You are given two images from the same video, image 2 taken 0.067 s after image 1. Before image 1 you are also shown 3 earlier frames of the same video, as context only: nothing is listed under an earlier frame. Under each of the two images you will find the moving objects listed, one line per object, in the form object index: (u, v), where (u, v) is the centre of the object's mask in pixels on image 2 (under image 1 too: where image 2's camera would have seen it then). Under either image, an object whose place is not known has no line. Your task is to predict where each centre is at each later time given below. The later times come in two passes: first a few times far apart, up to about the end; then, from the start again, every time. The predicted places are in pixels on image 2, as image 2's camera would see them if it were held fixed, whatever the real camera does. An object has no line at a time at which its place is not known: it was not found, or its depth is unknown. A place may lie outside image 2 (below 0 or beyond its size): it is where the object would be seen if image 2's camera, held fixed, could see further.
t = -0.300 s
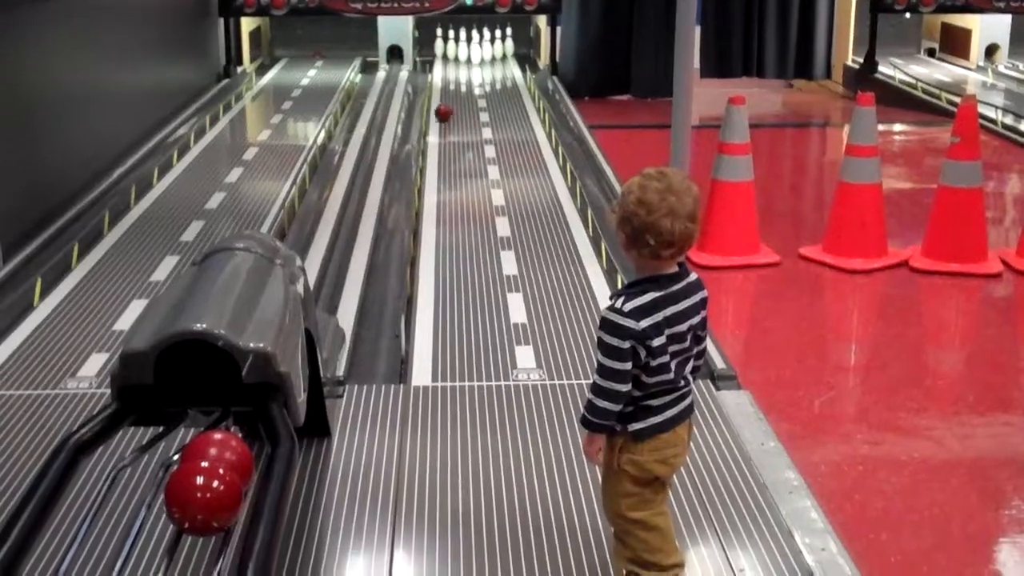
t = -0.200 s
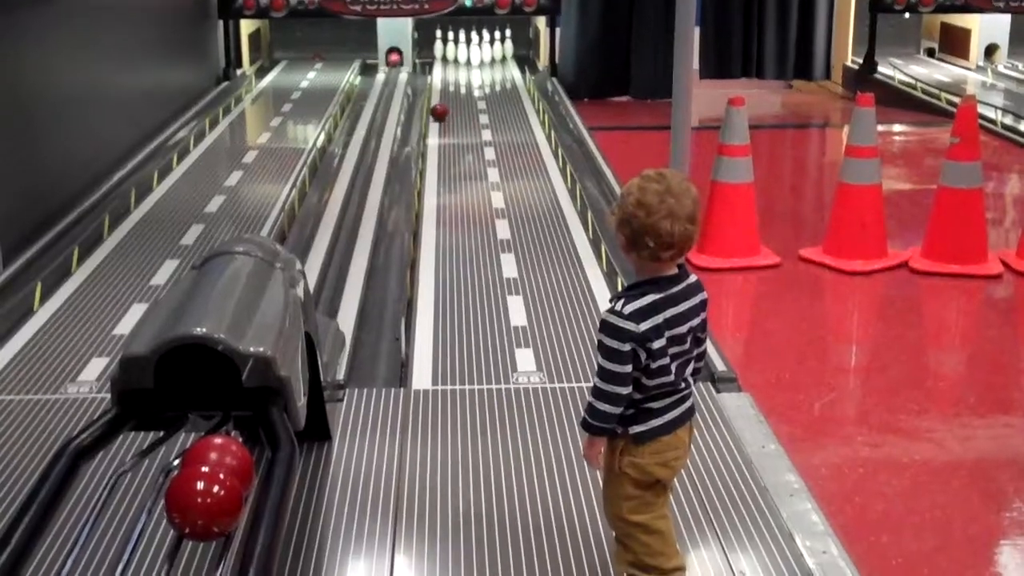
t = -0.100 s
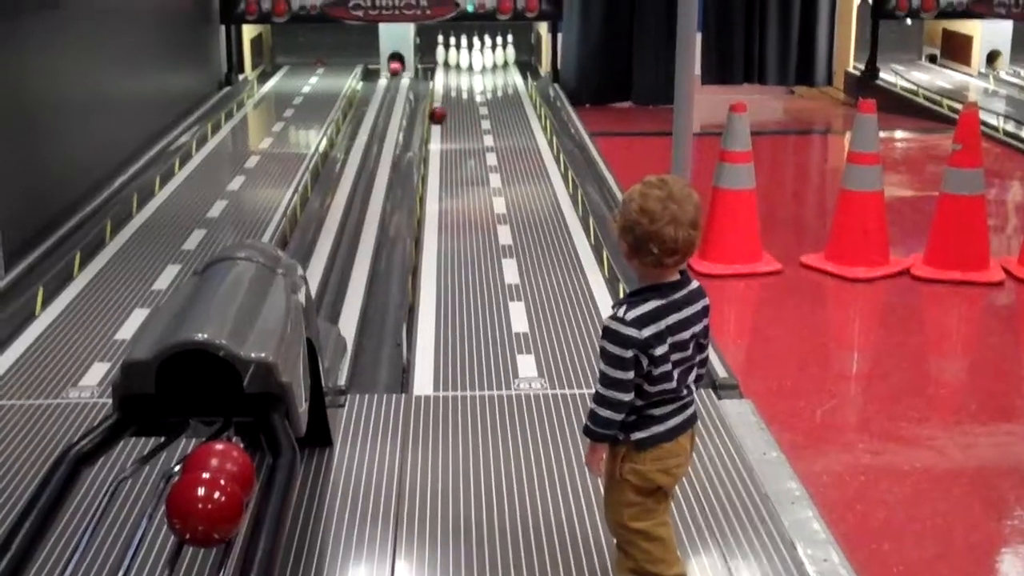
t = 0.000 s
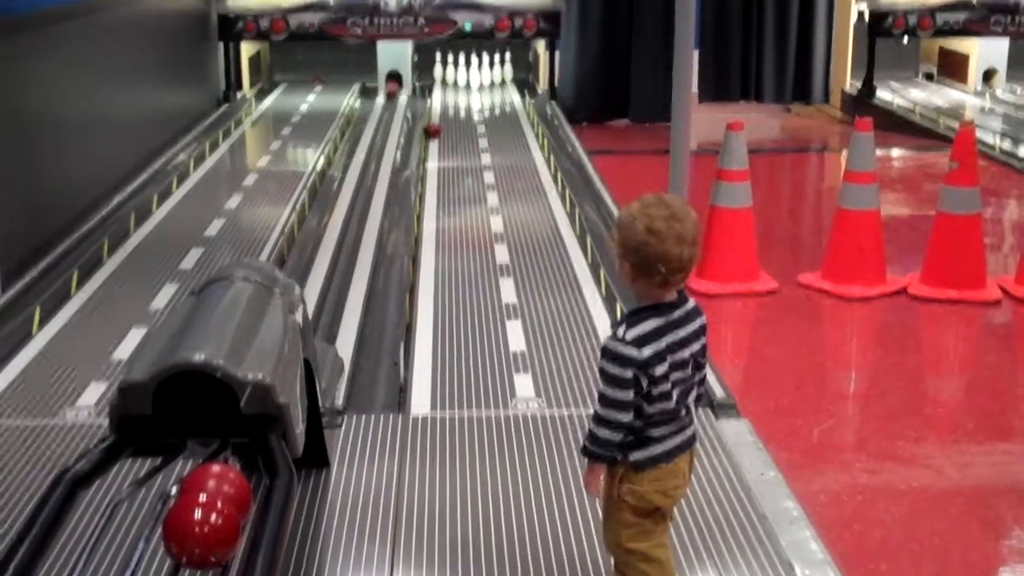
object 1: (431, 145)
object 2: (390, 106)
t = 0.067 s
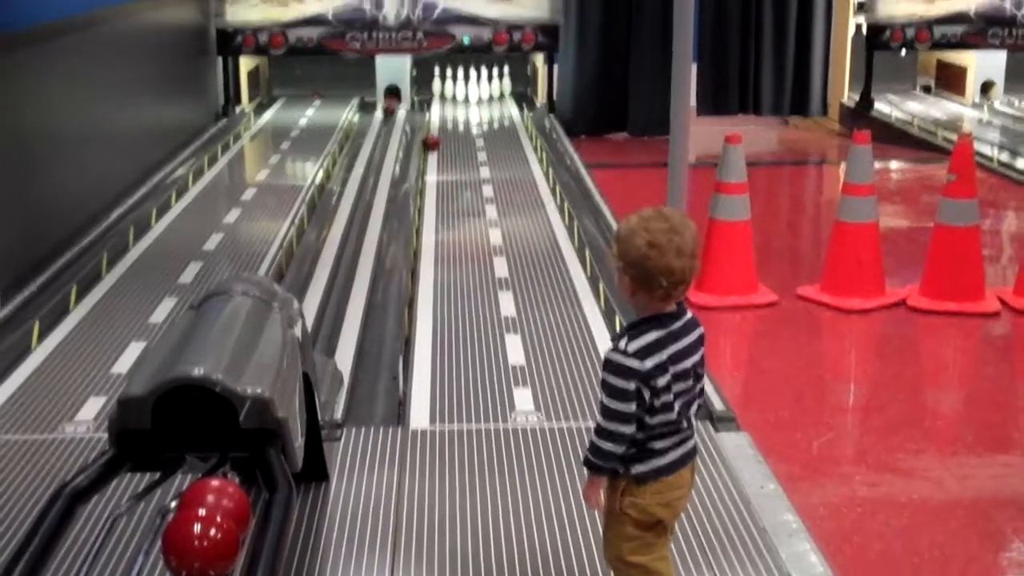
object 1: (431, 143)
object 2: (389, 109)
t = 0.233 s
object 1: (433, 139)
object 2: (385, 120)
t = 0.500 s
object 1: (441, 134)
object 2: (378, 137)
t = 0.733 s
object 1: (448, 128)
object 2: (373, 158)
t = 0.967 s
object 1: (454, 124)
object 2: (366, 181)
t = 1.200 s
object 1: (459, 120)
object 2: (357, 208)
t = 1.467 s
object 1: (466, 116)
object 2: (345, 249)
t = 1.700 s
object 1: (472, 111)
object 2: (329, 297)
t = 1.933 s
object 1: (476, 107)
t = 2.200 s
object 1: (482, 104)
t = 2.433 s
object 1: (486, 100)
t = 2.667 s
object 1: (489, 98)
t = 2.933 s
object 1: (497, 94)
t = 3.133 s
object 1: (503, 92)
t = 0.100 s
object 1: (431, 142)
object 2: (388, 111)
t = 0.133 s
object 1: (432, 141)
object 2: (387, 114)
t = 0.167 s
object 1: (432, 141)
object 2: (386, 115)
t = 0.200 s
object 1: (433, 140)
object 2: (386, 117)
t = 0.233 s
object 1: (433, 139)
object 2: (385, 120)
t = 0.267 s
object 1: (434, 139)
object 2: (384, 122)
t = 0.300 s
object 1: (434, 138)
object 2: (383, 124)
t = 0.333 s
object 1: (435, 138)
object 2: (382, 126)
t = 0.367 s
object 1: (438, 136)
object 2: (382, 129)
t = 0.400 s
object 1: (439, 135)
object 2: (381, 130)
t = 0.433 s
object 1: (439, 135)
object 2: (381, 132)
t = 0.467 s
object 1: (440, 135)
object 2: (380, 135)
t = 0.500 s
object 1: (441, 134)
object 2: (378, 137)
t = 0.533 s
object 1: (442, 133)
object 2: (378, 140)
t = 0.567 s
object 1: (443, 132)
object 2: (377, 143)
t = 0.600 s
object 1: (444, 131)
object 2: (376, 146)
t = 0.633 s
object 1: (445, 131)
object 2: (376, 148)
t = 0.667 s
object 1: (446, 130)
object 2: (375, 151)
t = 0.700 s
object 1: (447, 129)
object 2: (374, 155)
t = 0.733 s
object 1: (448, 128)
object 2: (373, 158)
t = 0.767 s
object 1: (448, 128)
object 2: (372, 161)
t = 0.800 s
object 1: (449, 128)
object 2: (371, 164)
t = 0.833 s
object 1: (449, 127)
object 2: (370, 167)
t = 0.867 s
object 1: (451, 127)
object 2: (369, 170)
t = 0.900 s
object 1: (452, 126)
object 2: (368, 174)
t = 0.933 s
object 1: (453, 125)
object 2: (367, 177)
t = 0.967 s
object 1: (454, 124)
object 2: (366, 181)
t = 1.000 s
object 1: (455, 124)
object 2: (364, 185)
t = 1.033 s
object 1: (455, 123)
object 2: (364, 188)
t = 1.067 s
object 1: (456, 122)
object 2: (362, 192)
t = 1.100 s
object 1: (457, 122)
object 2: (361, 195)
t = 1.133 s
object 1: (458, 121)
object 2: (360, 200)
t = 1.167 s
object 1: (459, 121)
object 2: (358, 204)
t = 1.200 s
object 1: (459, 120)
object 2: (357, 208)
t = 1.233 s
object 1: (460, 120)
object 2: (355, 213)
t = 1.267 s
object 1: (461, 120)
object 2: (354, 218)
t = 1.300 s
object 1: (461, 119)
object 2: (353, 222)
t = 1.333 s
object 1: (462, 119)
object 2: (351, 227)
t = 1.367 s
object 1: (464, 117)
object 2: (349, 232)
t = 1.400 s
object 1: (464, 117)
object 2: (348, 238)
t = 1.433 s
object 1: (465, 116)
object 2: (346, 244)
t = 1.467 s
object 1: (466, 116)
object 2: (345, 249)
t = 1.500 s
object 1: (466, 115)
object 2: (343, 256)
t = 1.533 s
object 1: (467, 114)
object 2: (341, 262)
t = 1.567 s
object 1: (469, 114)
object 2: (337, 269)
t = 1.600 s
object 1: (469, 113)
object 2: (336, 276)
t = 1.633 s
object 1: (470, 113)
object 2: (334, 283)
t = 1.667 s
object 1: (471, 112)
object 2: (332, 290)
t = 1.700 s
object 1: (472, 111)
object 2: (329, 297)
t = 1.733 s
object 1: (472, 111)
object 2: (327, 306)
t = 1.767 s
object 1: (473, 110)
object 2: (324, 315)
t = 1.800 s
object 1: (473, 110)
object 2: (322, 323)
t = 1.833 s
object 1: (474, 110)
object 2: (321, 331)
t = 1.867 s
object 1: (475, 109)
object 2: (321, 338)
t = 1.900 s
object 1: (475, 108)
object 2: (320, 343)
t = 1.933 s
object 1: (476, 107)
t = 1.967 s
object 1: (477, 107)
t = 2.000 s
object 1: (478, 107)
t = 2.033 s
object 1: (479, 106)
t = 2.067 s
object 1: (480, 105)
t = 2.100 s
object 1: (480, 105)
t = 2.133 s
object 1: (481, 105)
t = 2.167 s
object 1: (481, 105)
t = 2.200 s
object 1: (482, 104)
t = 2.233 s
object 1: (482, 104)
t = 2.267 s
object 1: (483, 103)
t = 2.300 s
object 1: (484, 103)
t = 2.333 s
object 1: (484, 102)
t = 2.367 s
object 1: (485, 101)
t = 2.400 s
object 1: (485, 101)
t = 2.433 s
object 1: (486, 100)
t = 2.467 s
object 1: (486, 100)
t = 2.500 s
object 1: (486, 100)
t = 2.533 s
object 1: (486, 99)
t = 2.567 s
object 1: (488, 100)
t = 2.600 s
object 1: (488, 99)
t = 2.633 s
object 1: (489, 98)
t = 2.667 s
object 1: (489, 98)
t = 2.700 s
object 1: (490, 98)
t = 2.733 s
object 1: (490, 98)
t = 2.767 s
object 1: (492, 96)
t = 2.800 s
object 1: (493, 96)
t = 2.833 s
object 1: (496, 94)
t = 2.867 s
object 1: (496, 94)
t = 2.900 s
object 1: (497, 93)
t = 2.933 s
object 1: (497, 94)
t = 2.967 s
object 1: (497, 94)
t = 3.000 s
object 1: (499, 94)
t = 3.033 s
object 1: (501, 93)
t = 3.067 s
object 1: (503, 92)
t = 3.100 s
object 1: (502, 93)
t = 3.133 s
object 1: (503, 92)
